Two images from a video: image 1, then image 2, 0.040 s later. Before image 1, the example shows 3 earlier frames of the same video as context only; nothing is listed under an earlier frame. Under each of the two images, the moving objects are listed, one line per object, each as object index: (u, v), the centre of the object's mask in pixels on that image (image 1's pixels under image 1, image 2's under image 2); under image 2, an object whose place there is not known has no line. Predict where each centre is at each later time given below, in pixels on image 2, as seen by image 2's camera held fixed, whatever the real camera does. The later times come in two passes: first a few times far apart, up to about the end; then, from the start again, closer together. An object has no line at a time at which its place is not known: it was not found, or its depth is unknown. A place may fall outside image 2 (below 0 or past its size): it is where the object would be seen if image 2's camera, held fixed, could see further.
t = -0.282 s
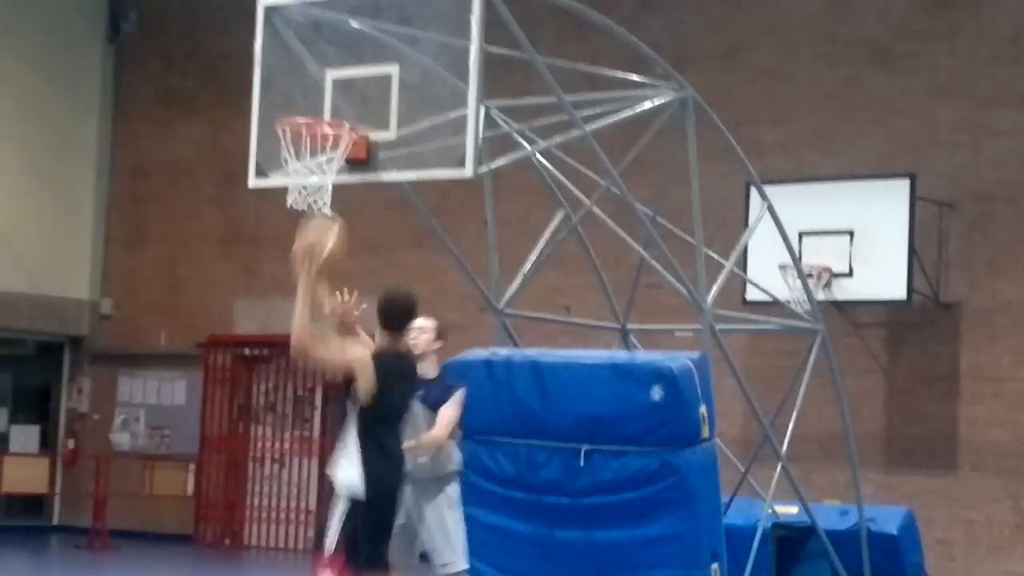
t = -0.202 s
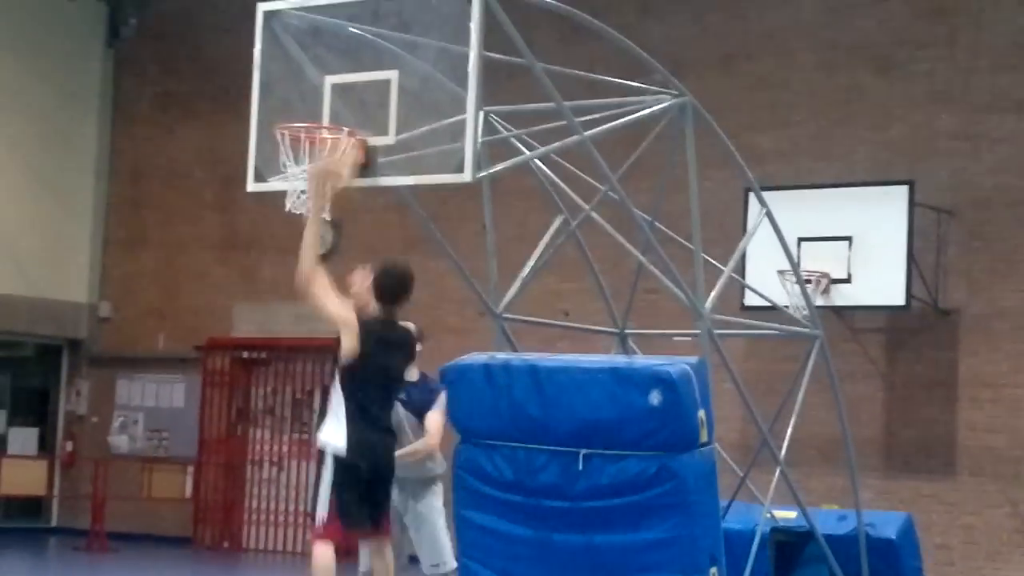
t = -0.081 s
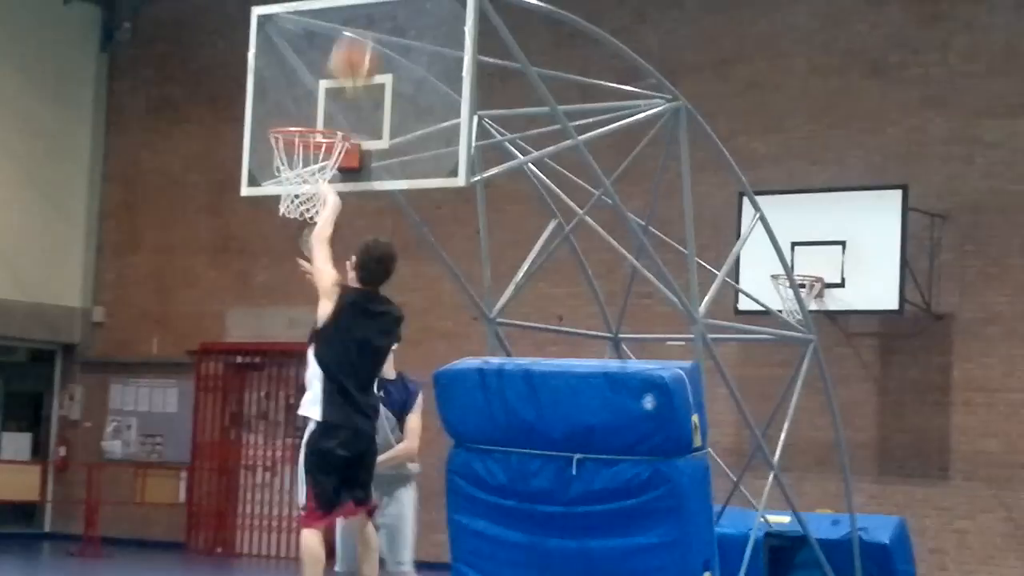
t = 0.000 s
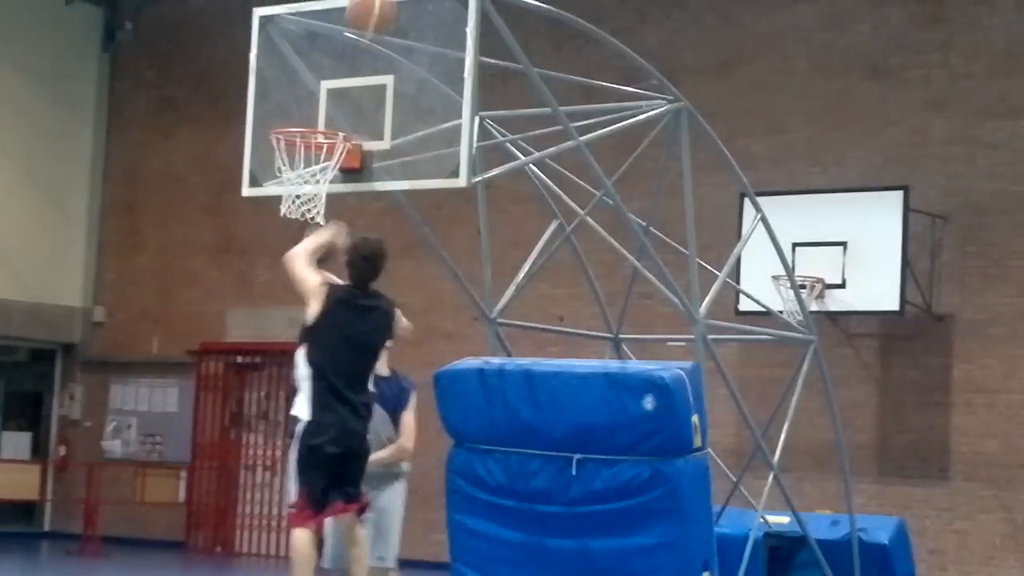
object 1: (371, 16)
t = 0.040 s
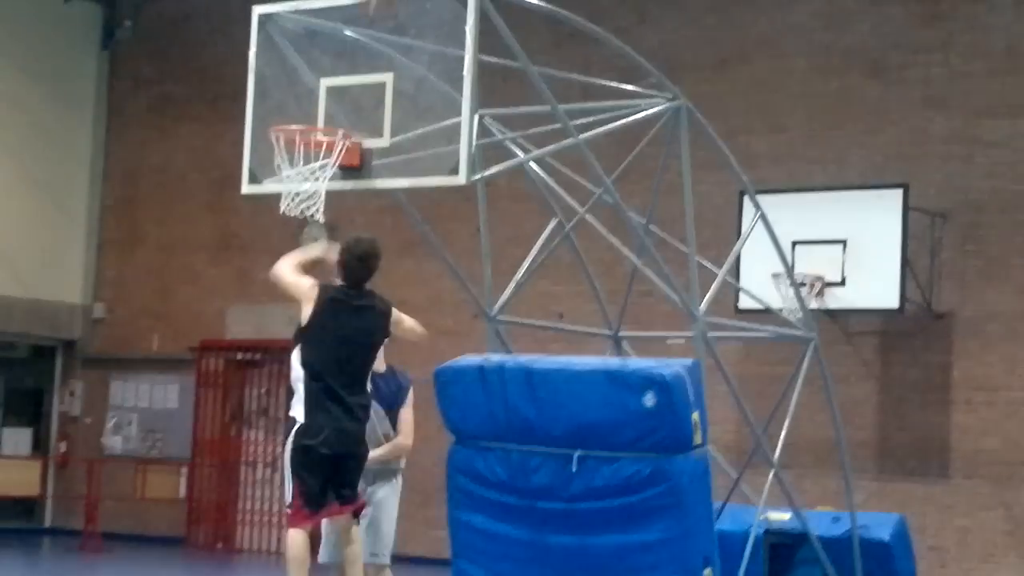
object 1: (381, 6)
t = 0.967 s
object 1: (497, 293)
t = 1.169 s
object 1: (511, 511)
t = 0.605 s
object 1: (469, -1)
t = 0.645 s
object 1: (475, 26)
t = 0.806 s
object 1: (490, 142)
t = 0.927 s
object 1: (494, 257)
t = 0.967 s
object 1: (497, 293)
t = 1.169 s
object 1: (511, 511)
